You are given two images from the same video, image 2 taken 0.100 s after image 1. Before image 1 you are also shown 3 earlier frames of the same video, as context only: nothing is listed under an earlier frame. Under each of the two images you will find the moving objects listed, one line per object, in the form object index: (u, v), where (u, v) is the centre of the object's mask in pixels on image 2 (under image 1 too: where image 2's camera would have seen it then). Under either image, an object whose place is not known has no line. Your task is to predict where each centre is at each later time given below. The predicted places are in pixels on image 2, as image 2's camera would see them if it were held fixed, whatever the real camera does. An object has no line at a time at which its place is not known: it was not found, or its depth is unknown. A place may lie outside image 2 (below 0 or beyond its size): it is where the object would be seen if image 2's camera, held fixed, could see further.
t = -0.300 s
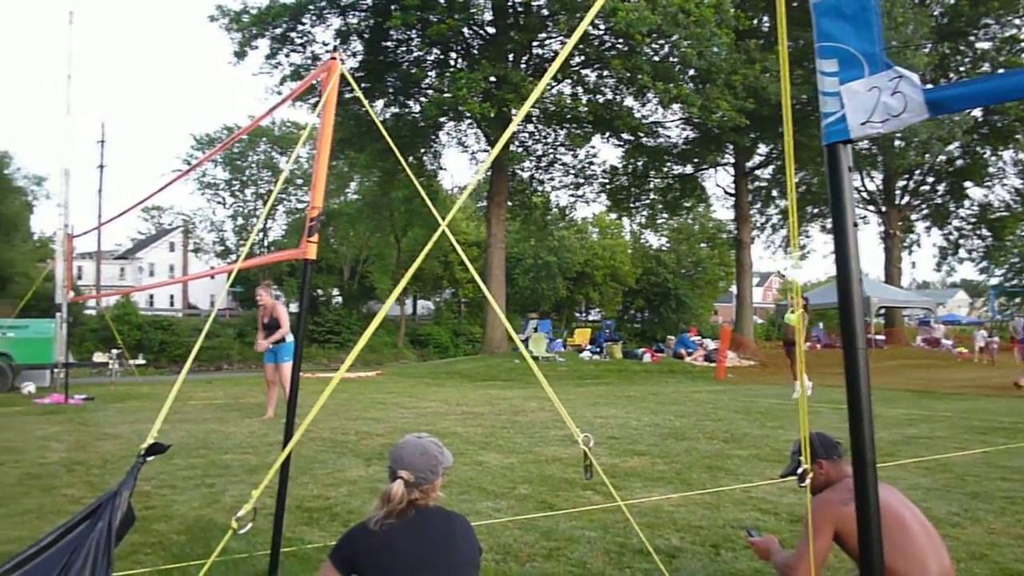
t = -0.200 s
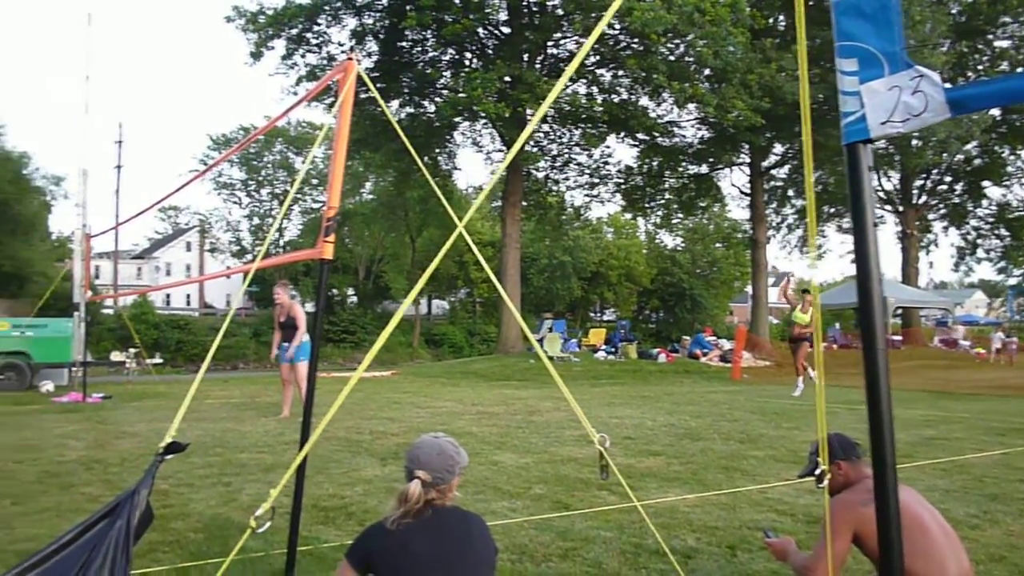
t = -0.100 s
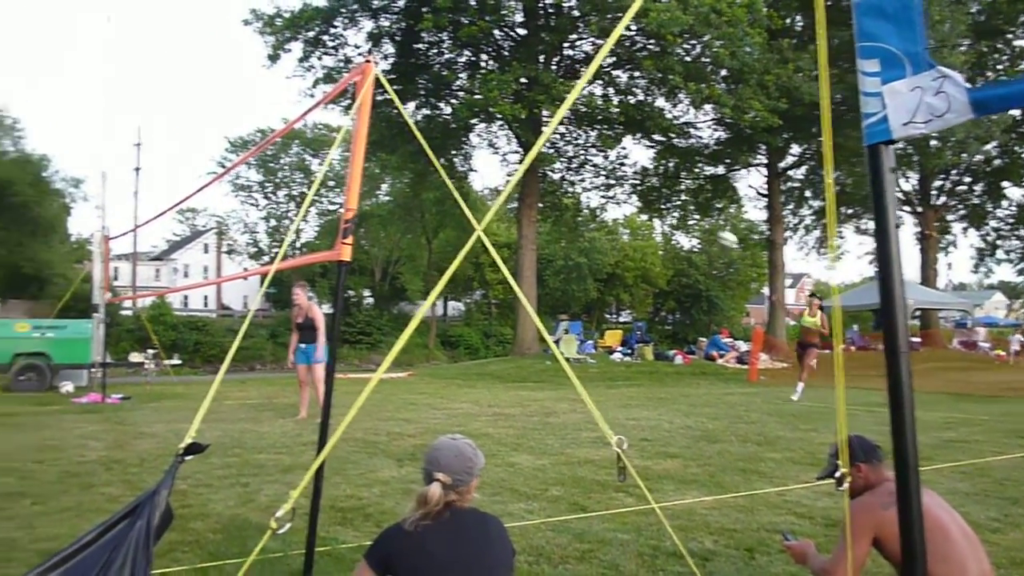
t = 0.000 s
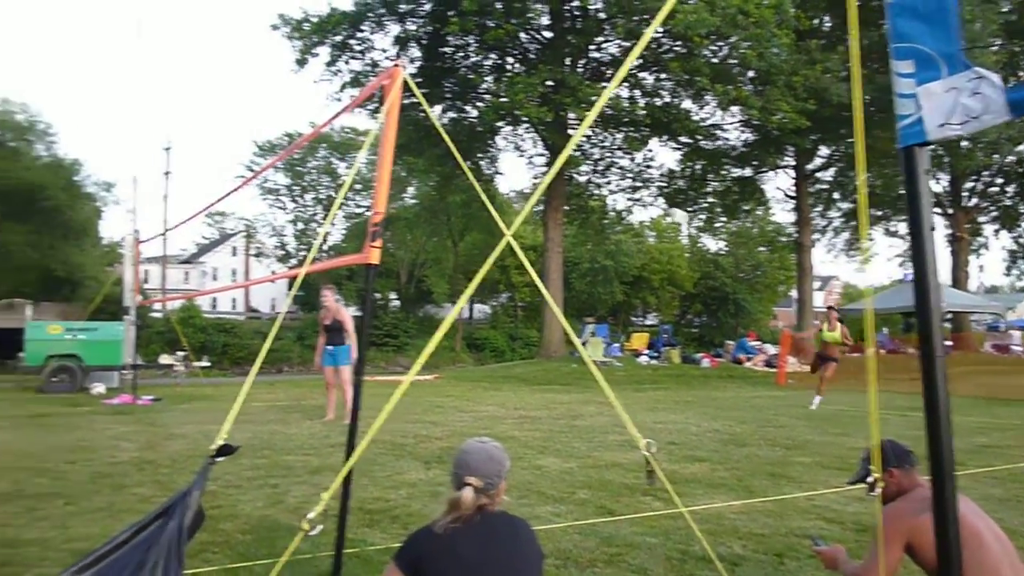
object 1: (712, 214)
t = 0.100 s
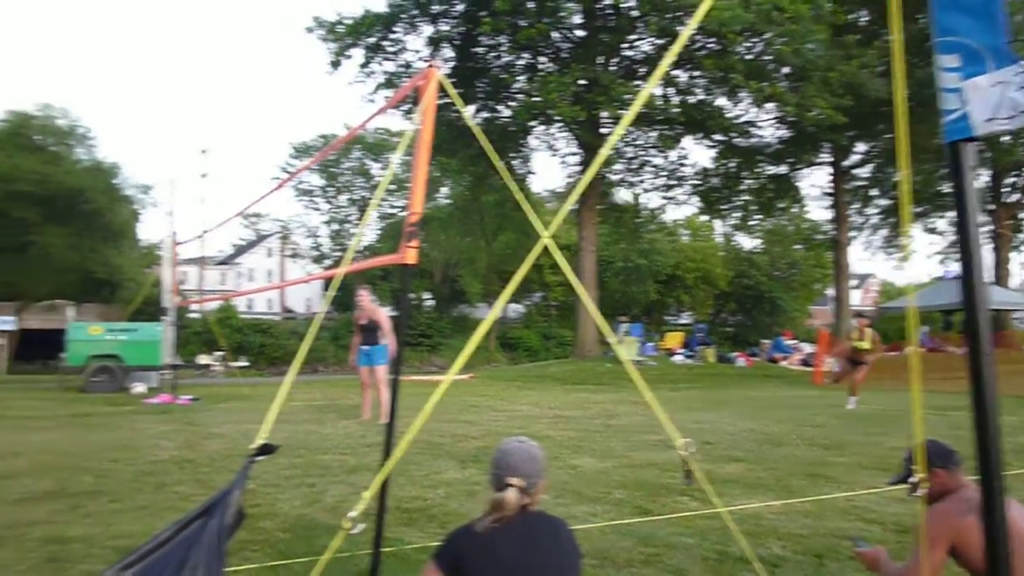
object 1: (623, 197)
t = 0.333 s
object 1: (358, 183)
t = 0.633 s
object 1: (-179, 260)
